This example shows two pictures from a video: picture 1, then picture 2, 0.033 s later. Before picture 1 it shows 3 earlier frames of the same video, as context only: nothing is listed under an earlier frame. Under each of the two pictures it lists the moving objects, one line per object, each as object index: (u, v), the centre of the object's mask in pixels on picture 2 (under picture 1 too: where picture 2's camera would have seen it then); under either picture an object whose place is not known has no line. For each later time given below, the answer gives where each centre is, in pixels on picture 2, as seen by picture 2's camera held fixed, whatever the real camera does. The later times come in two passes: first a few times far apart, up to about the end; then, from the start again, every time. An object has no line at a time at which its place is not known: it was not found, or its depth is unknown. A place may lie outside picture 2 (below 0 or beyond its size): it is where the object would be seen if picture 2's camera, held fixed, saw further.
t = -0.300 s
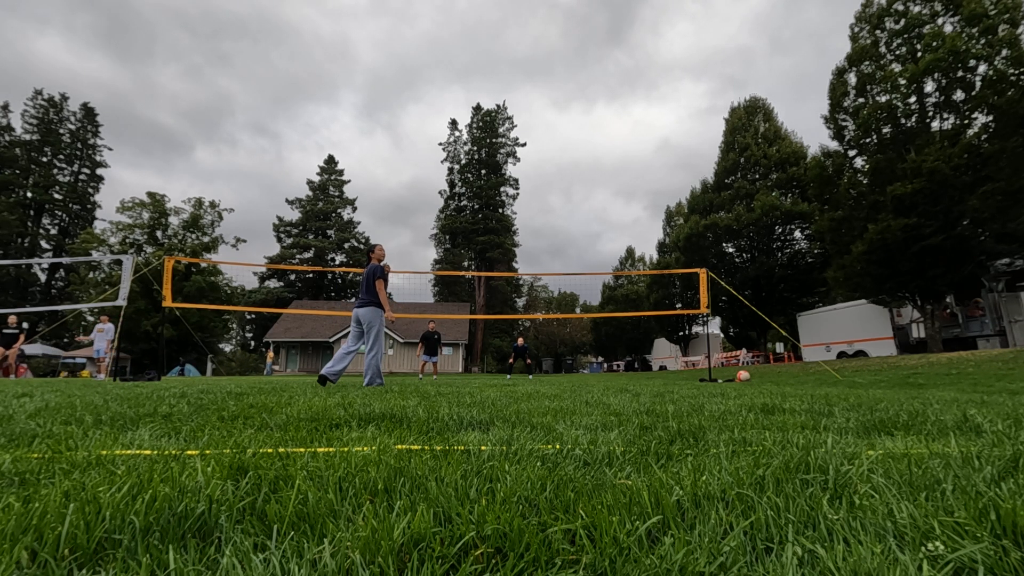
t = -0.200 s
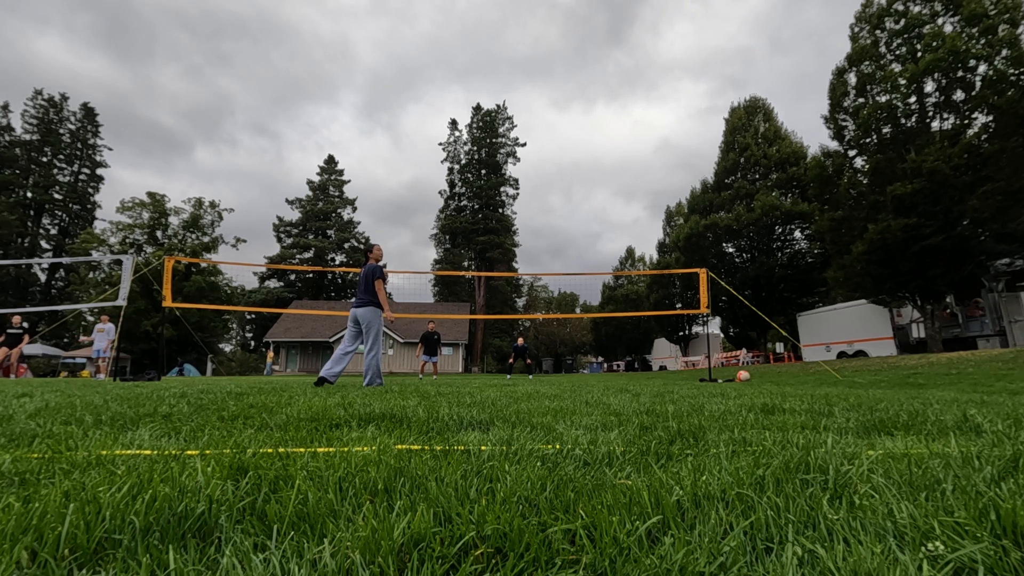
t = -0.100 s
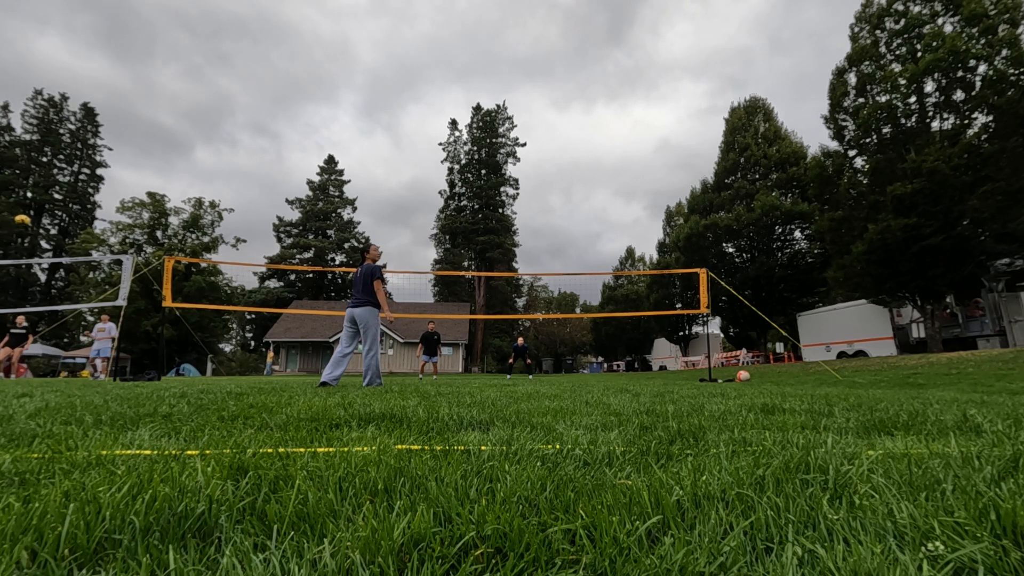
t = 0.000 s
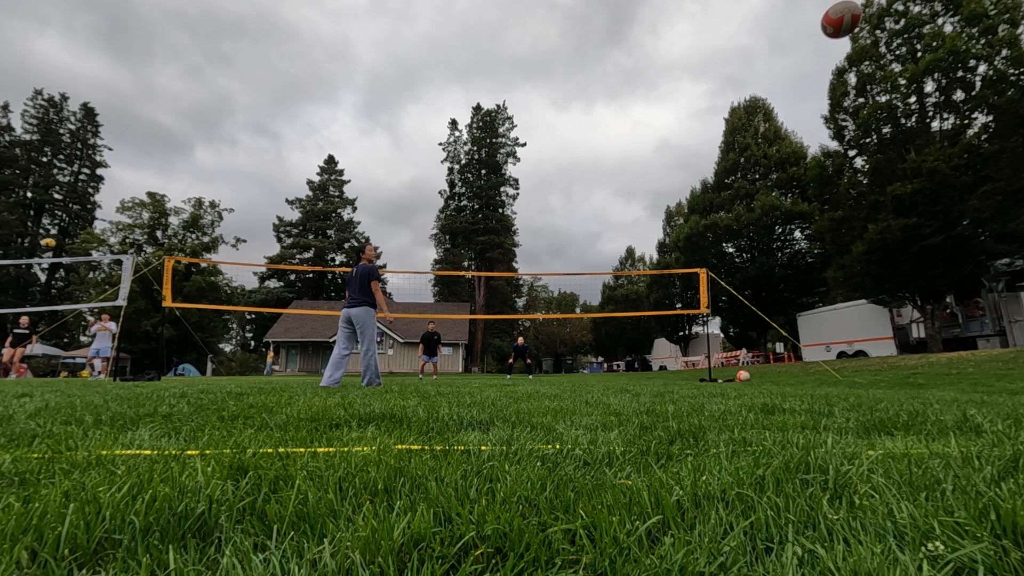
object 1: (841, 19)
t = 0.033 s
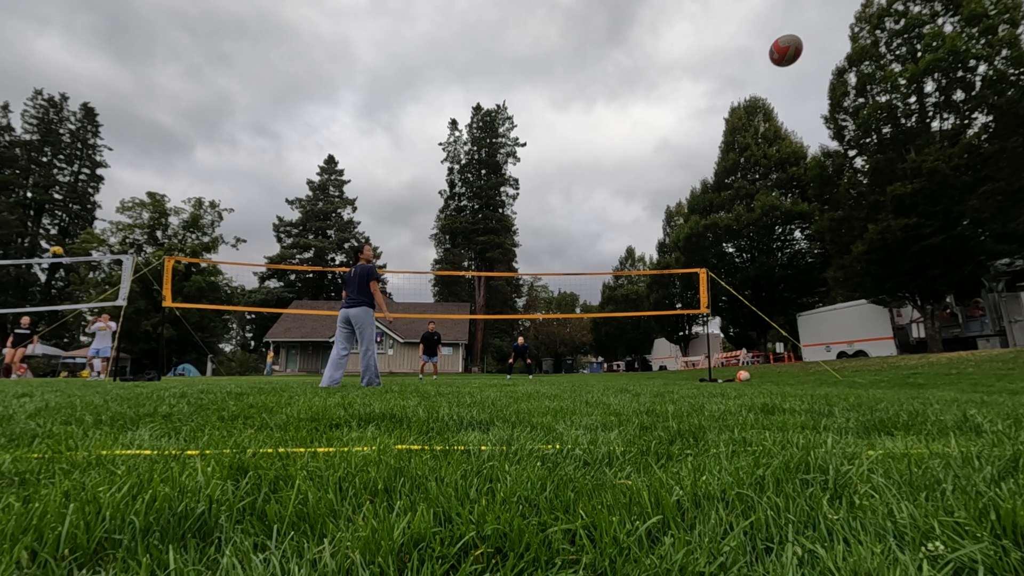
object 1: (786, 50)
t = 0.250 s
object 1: (615, 167)
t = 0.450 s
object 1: (553, 232)
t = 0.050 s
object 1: (763, 63)
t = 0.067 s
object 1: (743, 76)
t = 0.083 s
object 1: (725, 87)
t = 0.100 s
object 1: (709, 97)
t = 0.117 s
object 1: (694, 106)
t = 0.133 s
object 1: (681, 115)
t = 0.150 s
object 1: (669, 124)
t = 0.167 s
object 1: (658, 132)
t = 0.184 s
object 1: (648, 140)
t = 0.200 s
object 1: (639, 147)
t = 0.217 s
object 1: (630, 154)
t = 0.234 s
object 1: (622, 161)
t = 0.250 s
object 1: (615, 167)
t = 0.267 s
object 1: (608, 174)
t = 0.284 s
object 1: (601, 180)
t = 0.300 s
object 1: (595, 186)
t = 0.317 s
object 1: (590, 192)
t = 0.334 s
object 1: (584, 197)
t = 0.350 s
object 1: (579, 202)
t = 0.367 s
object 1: (574, 208)
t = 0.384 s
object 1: (569, 213)
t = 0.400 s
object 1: (565, 218)
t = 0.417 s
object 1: (561, 223)
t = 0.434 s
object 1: (557, 228)
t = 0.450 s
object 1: (553, 232)
